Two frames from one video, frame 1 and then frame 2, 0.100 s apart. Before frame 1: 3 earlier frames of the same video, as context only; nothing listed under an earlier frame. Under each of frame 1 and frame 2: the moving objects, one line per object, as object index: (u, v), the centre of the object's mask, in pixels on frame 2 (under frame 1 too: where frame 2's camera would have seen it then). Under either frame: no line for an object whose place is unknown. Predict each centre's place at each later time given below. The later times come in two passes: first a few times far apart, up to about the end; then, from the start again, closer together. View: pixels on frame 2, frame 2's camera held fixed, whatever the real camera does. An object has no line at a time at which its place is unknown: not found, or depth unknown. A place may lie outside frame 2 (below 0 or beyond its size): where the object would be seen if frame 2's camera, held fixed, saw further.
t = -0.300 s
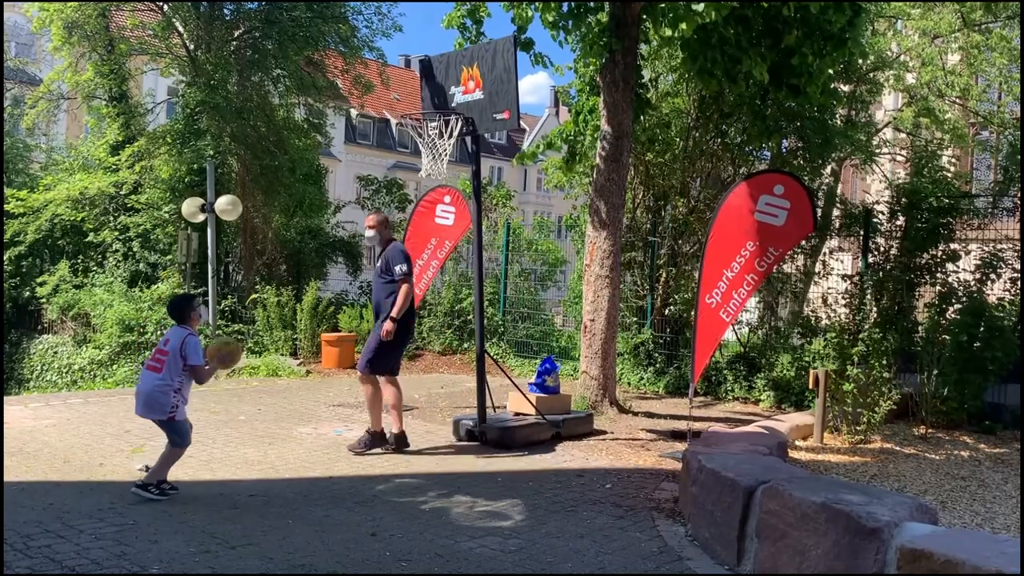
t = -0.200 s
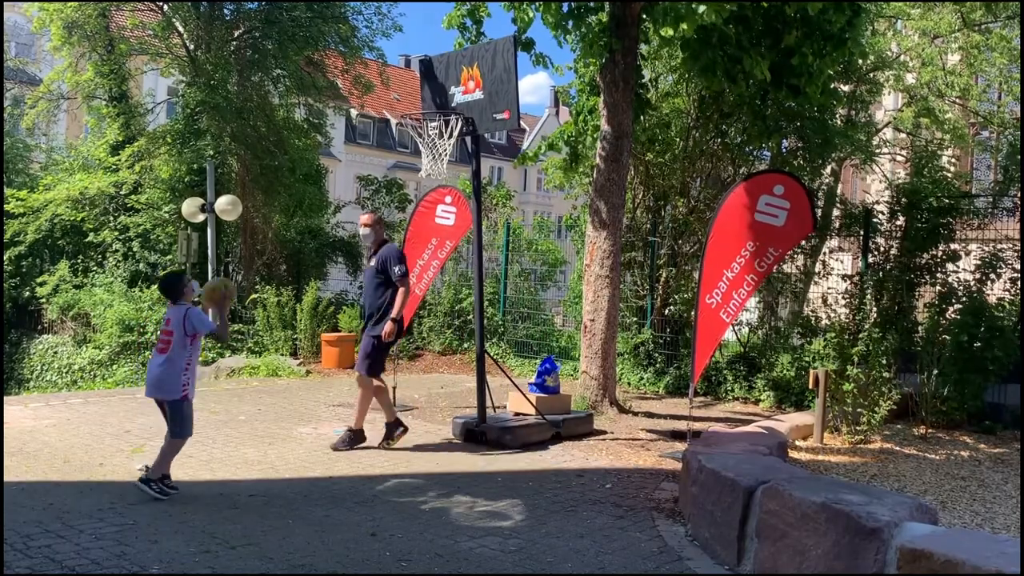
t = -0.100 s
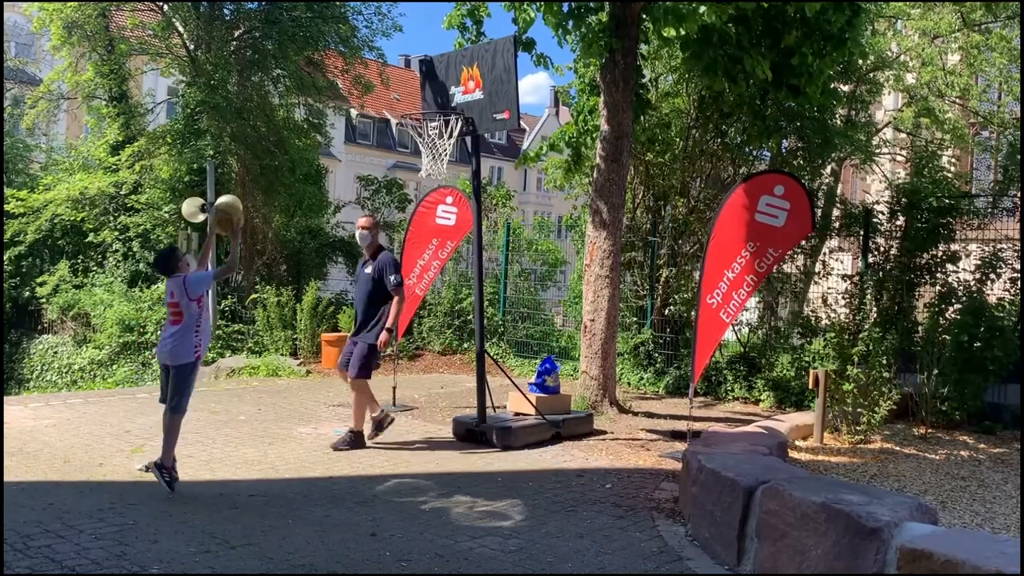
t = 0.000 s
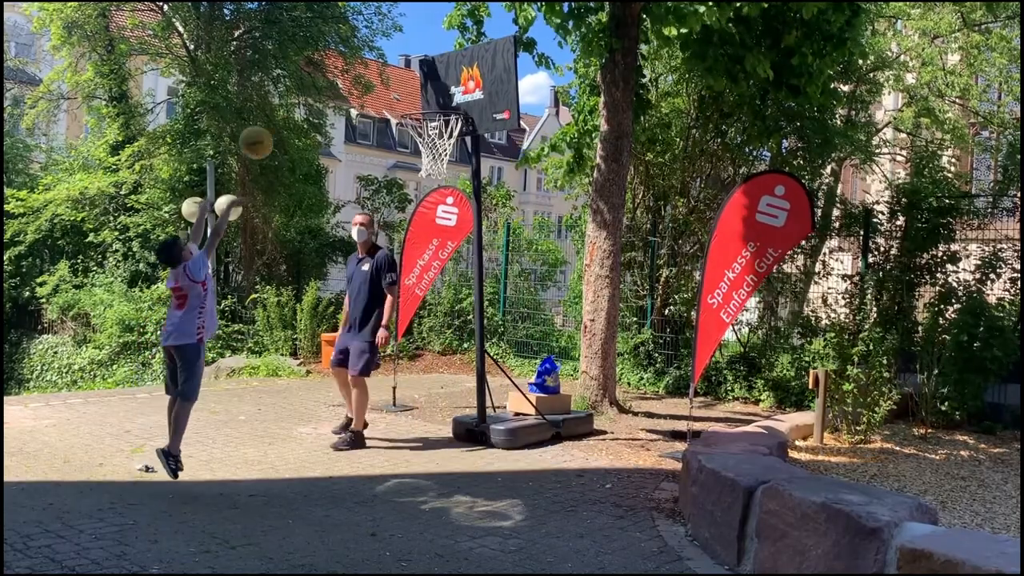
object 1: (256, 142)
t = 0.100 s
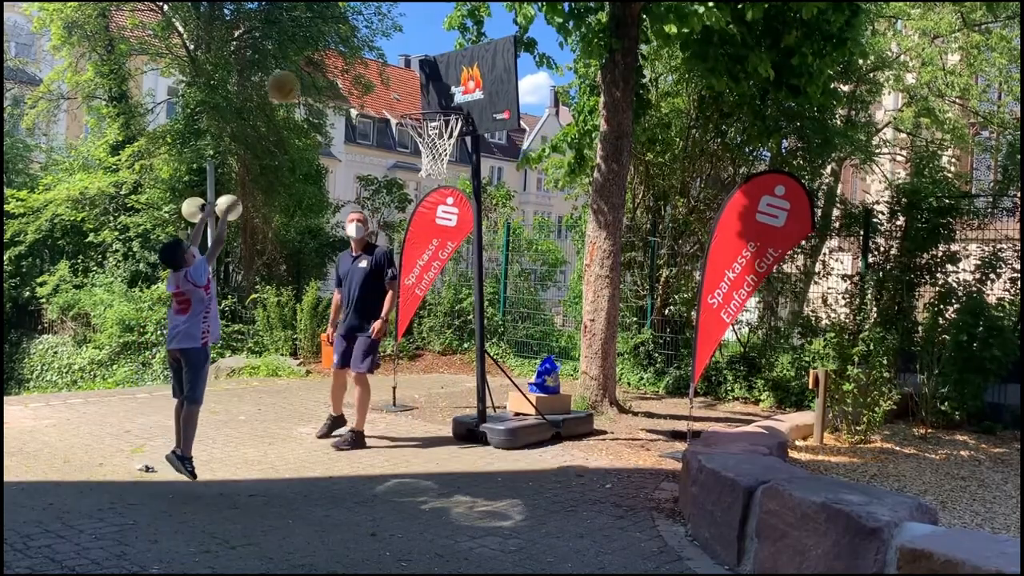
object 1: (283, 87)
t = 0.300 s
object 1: (333, 27)
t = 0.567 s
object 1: (389, 41)
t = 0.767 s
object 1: (423, 111)
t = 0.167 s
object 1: (301, 59)
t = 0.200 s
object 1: (309, 49)
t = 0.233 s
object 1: (317, 40)
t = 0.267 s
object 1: (325, 33)
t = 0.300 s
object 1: (333, 27)
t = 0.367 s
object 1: (348, 21)
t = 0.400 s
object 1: (355, 21)
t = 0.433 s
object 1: (363, 22)
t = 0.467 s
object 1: (369, 25)
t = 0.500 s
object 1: (376, 29)
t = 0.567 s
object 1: (389, 41)
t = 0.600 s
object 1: (395, 50)
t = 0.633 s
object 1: (401, 59)
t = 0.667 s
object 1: (407, 70)
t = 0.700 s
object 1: (412, 82)
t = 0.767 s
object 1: (423, 111)
